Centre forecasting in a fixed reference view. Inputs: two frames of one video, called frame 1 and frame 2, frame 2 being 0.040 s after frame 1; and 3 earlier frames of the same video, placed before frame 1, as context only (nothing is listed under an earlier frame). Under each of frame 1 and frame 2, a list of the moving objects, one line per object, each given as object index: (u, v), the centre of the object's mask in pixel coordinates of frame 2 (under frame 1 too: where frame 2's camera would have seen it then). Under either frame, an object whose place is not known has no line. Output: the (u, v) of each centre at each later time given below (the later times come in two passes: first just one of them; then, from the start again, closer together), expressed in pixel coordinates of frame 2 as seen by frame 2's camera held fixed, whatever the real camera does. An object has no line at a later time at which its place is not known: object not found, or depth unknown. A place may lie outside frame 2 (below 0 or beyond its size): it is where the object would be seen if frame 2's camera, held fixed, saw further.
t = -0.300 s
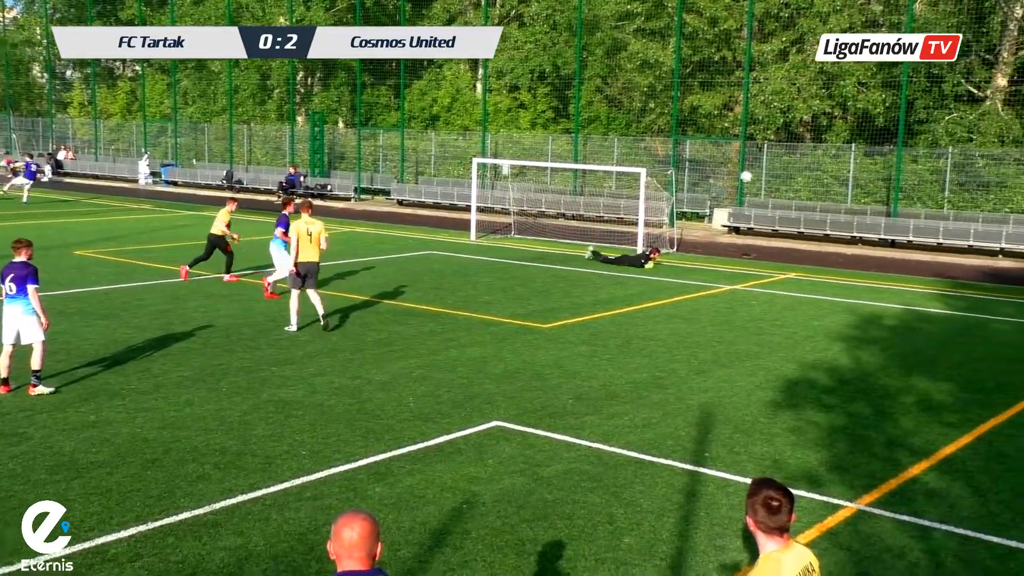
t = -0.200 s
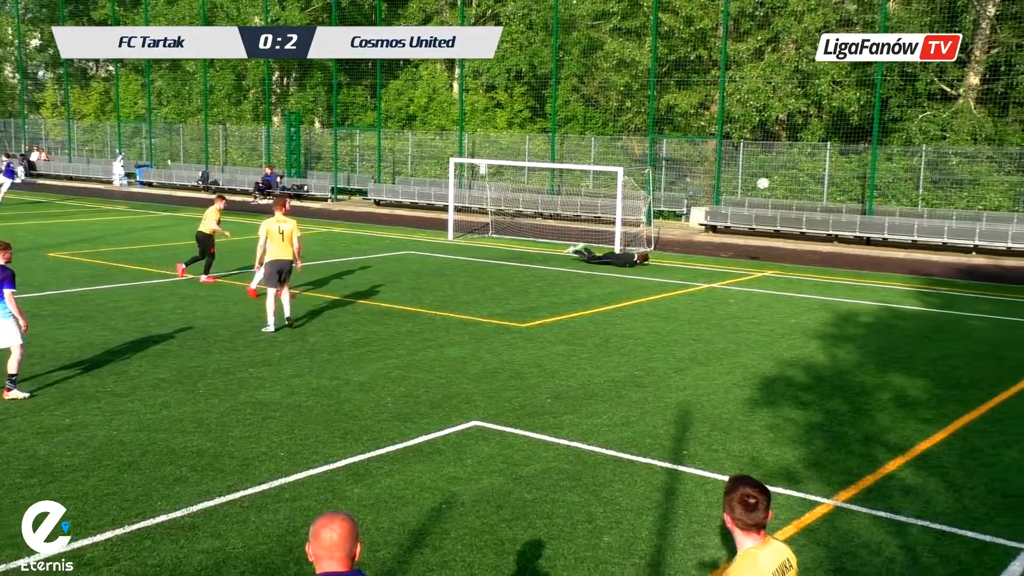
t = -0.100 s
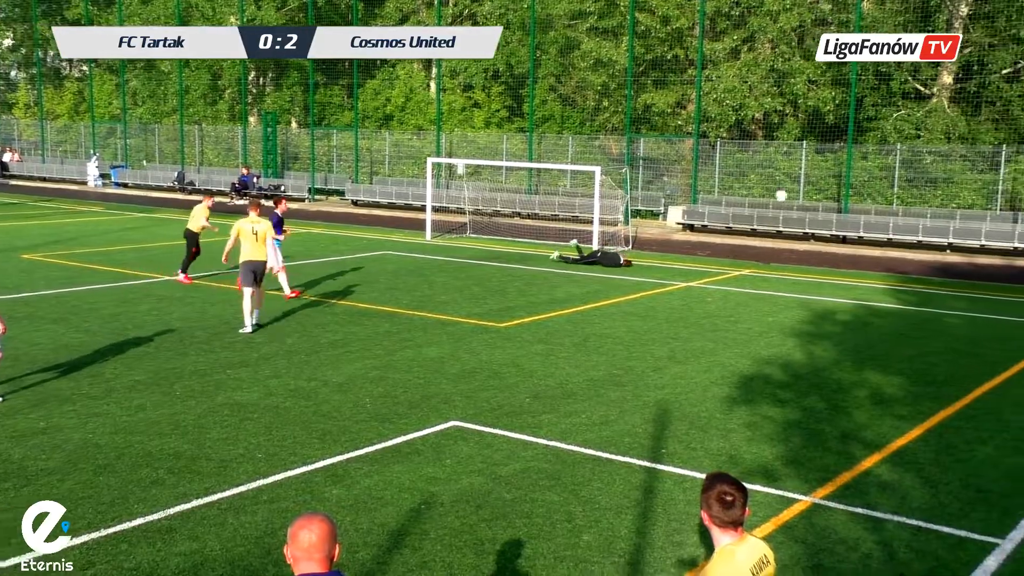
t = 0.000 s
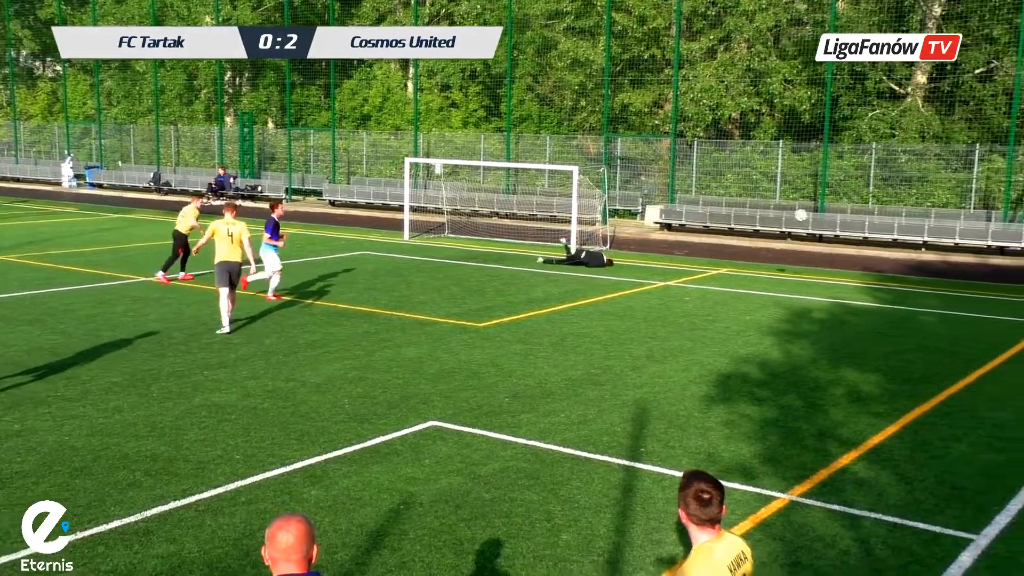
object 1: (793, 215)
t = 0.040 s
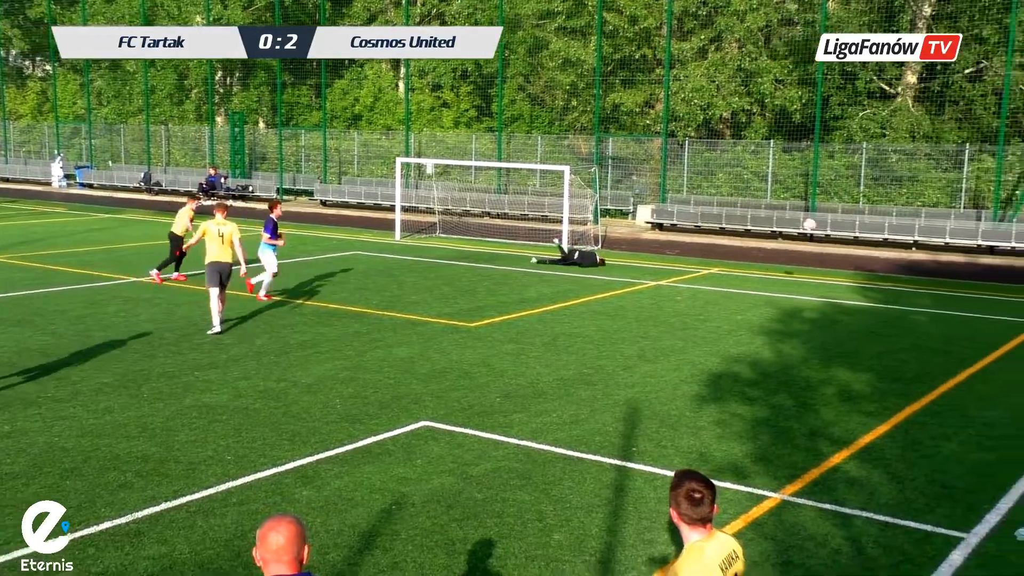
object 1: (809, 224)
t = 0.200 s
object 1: (877, 274)
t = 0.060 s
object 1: (818, 230)
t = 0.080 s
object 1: (825, 236)
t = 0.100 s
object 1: (834, 241)
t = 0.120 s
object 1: (842, 247)
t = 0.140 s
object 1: (851, 253)
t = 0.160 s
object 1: (860, 260)
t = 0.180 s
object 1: (868, 267)
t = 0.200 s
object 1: (877, 274)
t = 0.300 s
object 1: (920, 300)
